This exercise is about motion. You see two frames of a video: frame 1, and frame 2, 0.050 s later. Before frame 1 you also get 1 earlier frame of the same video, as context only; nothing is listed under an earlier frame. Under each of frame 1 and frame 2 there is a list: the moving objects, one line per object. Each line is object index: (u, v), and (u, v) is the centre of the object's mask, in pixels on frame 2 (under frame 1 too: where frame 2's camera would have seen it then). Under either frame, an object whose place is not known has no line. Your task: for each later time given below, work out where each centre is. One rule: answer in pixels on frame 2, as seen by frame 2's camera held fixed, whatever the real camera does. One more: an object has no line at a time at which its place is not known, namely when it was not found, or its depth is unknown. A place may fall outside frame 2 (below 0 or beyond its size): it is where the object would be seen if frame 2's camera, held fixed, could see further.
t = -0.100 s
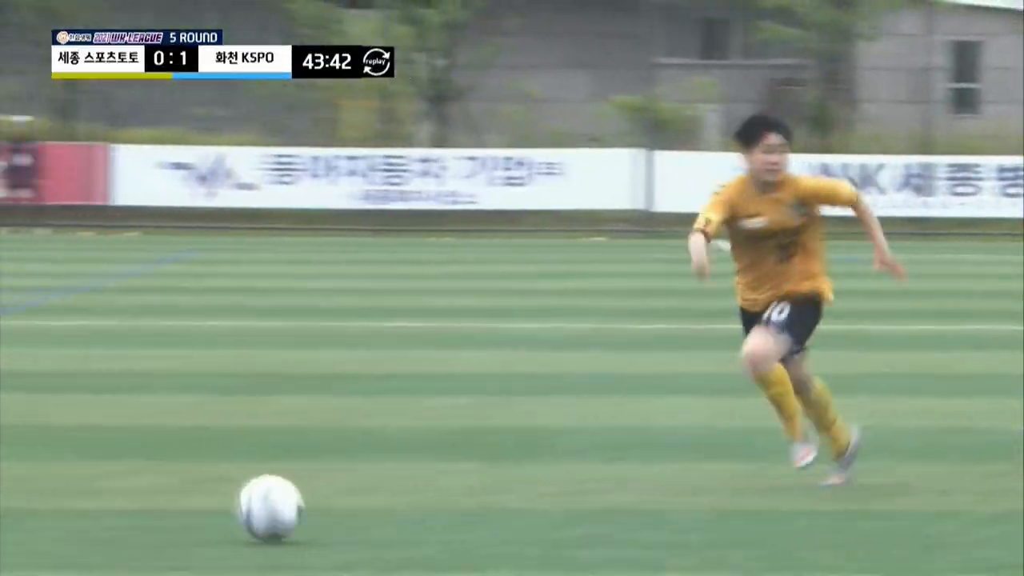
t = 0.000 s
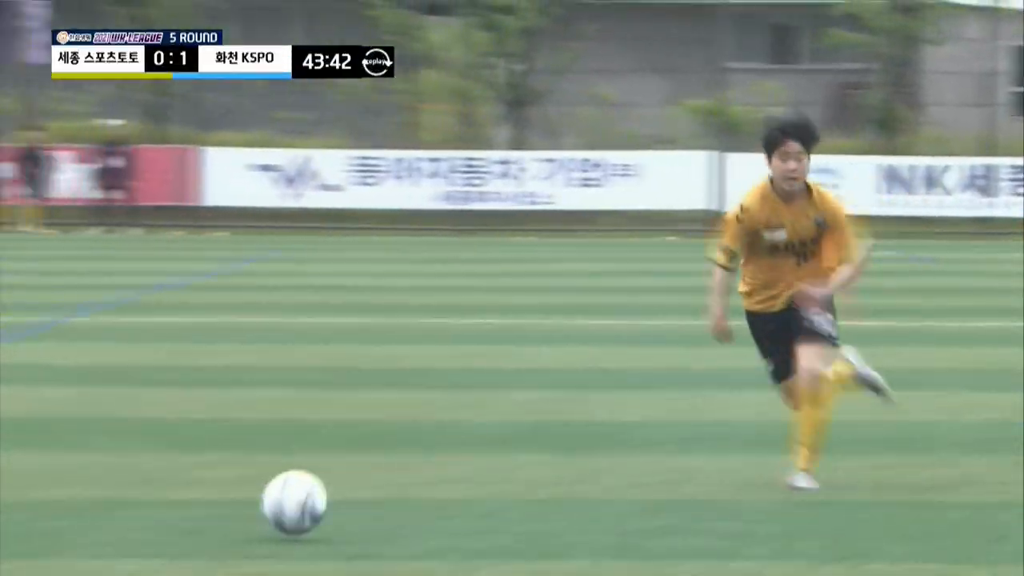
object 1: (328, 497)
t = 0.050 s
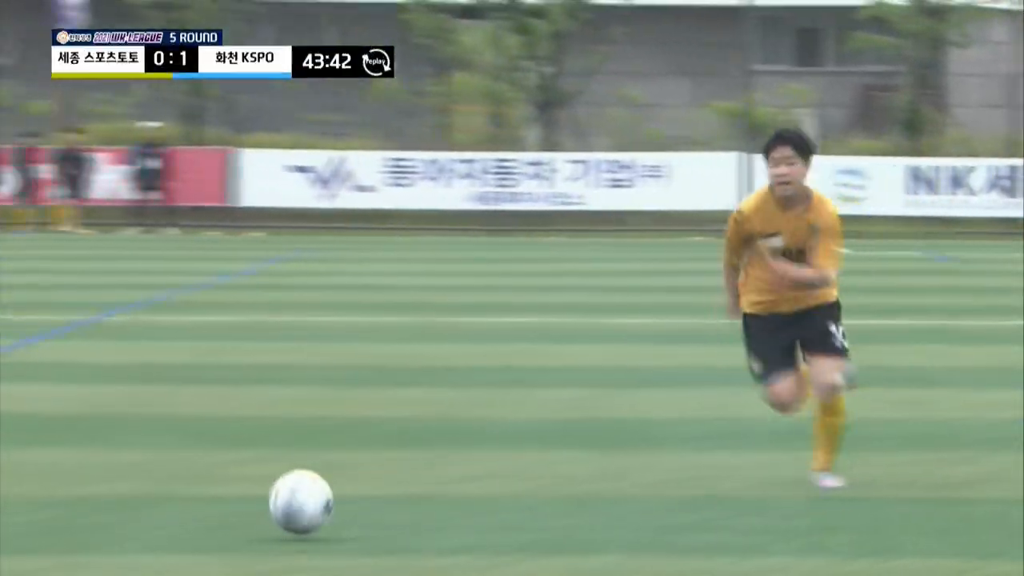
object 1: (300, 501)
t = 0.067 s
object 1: (291, 504)
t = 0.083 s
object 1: (282, 508)
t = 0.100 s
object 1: (271, 512)
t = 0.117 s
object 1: (261, 514)
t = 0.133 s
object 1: (252, 514)
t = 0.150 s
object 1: (243, 512)
